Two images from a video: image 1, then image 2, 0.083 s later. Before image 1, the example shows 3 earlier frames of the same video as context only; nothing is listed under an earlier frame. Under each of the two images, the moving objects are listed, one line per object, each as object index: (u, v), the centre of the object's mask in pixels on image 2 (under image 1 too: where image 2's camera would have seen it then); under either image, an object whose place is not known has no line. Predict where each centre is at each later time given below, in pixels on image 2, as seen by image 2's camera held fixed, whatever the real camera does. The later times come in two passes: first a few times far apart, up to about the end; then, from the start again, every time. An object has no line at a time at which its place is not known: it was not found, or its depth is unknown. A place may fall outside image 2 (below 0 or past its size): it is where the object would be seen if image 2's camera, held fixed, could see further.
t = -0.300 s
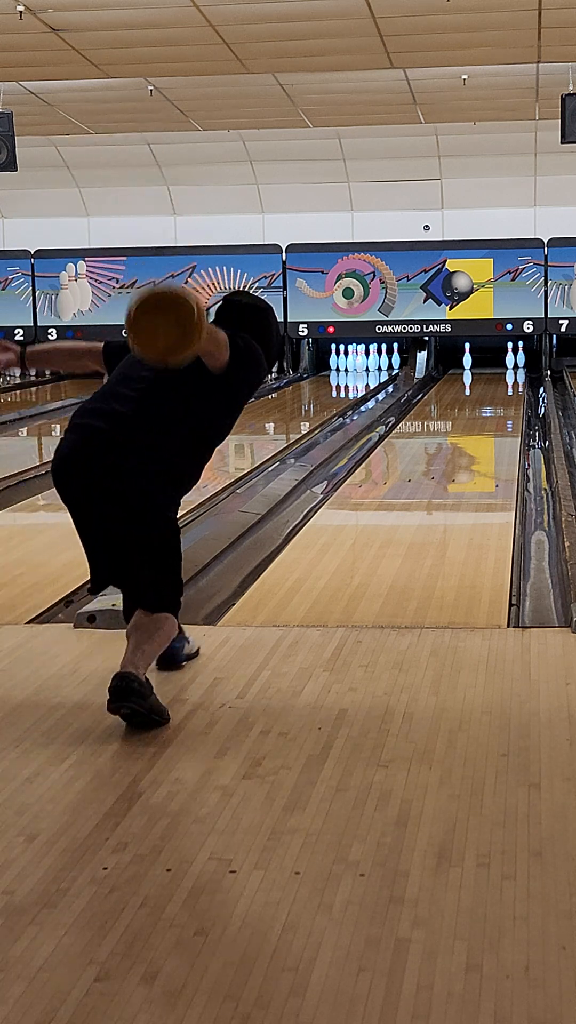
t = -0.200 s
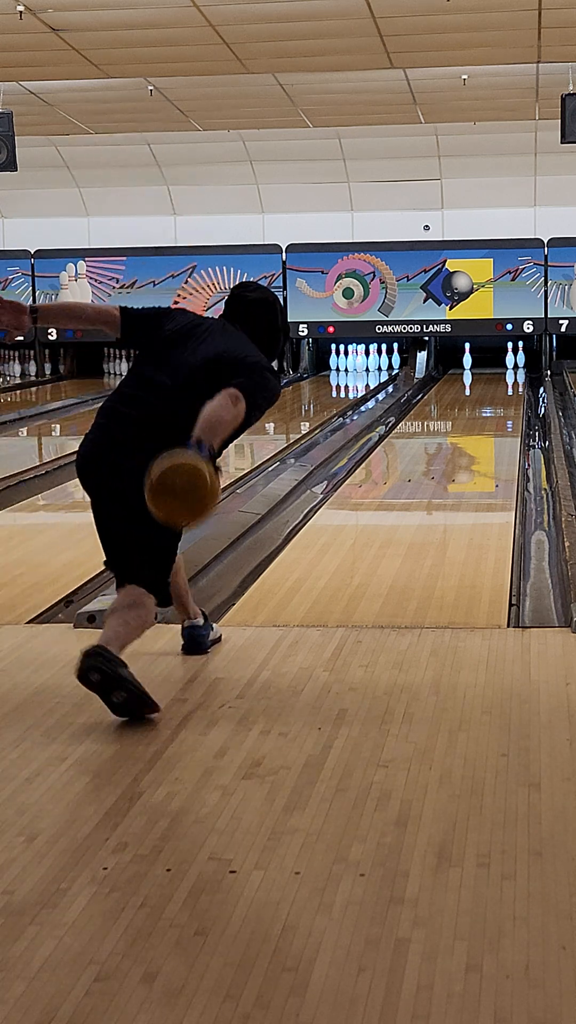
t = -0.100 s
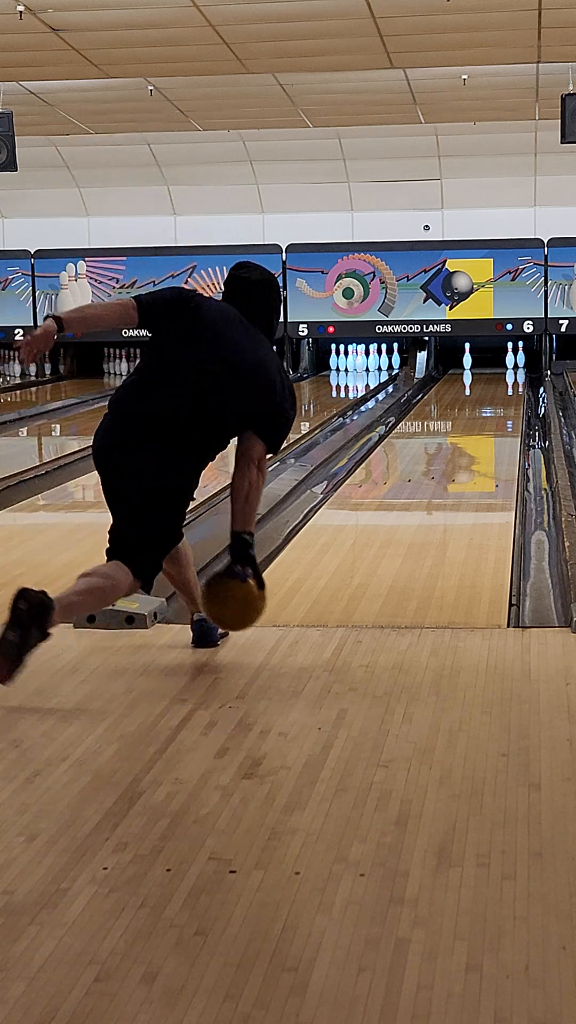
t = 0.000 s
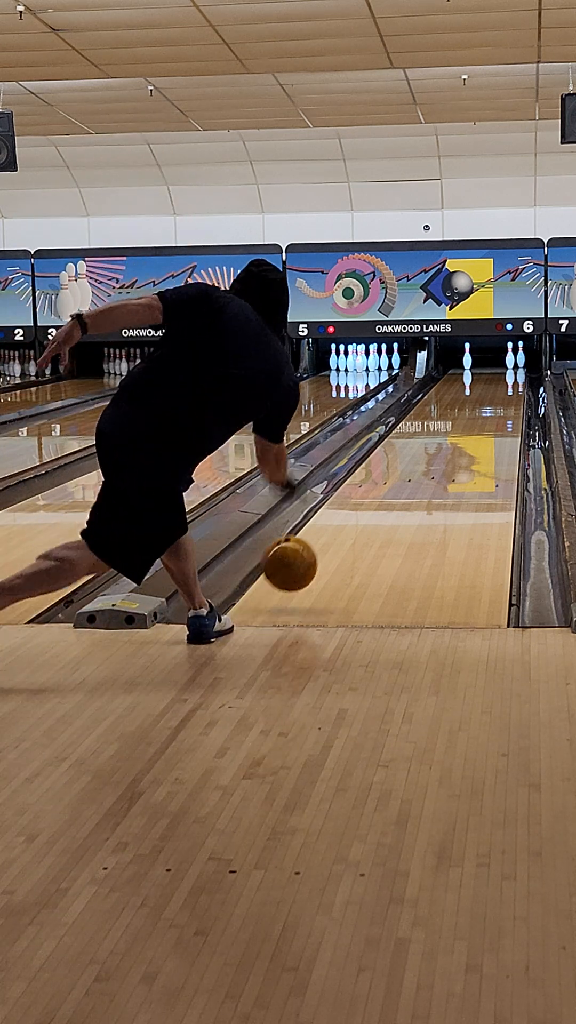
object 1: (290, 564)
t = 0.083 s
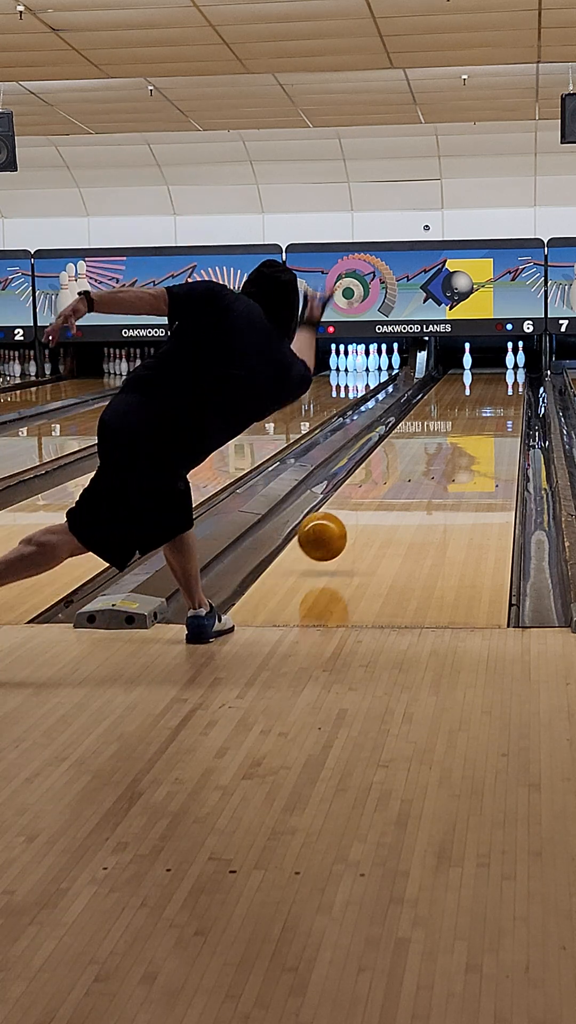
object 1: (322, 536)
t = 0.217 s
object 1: (362, 507)
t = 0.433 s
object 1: (404, 463)
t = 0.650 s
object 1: (433, 434)
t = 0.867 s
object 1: (453, 412)
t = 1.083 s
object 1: (469, 397)
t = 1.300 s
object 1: (481, 384)
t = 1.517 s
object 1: (489, 375)
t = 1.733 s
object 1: (496, 366)
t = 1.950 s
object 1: (496, 360)
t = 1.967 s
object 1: (496, 359)
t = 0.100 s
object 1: (328, 533)
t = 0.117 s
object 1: (333, 531)
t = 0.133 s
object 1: (339, 530)
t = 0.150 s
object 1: (344, 527)
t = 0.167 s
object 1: (348, 521)
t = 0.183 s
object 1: (353, 516)
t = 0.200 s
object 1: (357, 512)
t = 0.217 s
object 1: (362, 507)
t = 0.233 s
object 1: (365, 503)
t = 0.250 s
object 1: (370, 499)
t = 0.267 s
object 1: (373, 495)
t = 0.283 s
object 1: (377, 491)
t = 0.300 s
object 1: (380, 488)
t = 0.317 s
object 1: (384, 484)
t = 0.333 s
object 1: (387, 481)
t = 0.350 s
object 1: (390, 478)
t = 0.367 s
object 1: (393, 475)
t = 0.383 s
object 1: (396, 471)
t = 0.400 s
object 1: (399, 469)
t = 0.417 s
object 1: (402, 466)
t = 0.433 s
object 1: (404, 463)
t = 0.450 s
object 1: (407, 461)
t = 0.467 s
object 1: (409, 458)
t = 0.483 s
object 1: (412, 455)
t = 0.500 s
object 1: (414, 453)
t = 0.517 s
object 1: (417, 451)
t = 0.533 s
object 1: (419, 449)
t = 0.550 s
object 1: (421, 447)
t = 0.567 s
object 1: (423, 445)
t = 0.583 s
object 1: (425, 443)
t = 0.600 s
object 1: (428, 440)
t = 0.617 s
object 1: (429, 438)
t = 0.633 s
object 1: (432, 436)
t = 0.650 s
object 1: (433, 434)
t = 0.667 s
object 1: (435, 432)
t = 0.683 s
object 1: (437, 430)
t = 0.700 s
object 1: (439, 428)
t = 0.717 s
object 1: (440, 426)
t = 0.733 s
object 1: (442, 425)
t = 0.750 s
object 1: (444, 423)
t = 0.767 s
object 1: (445, 421)
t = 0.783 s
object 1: (446, 420)
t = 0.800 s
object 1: (448, 418)
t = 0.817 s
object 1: (450, 417)
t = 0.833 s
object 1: (451, 415)
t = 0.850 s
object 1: (452, 414)
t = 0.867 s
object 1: (453, 412)
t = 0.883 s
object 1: (455, 411)
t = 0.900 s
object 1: (457, 410)
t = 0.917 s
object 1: (457, 408)
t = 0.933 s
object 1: (459, 407)
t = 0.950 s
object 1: (460, 406)
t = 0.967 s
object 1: (461, 404)
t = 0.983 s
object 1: (462, 403)
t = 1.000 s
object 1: (464, 402)
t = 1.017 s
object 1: (465, 401)
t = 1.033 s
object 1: (466, 400)
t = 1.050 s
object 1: (467, 399)
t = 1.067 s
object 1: (468, 398)
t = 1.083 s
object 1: (469, 397)
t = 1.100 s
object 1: (470, 396)
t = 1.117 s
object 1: (471, 394)
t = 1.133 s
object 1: (472, 394)
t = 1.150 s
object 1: (473, 393)
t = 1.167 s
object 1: (474, 392)
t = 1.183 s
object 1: (475, 391)
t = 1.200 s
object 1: (476, 390)
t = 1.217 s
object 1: (476, 389)
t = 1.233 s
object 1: (477, 388)
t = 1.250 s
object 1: (478, 387)
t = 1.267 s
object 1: (479, 386)
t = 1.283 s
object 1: (480, 385)
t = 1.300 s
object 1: (481, 384)
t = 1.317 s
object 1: (481, 383)
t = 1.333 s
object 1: (482, 383)
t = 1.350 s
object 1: (482, 382)
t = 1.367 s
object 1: (483, 381)
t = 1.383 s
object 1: (484, 380)
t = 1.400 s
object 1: (485, 380)
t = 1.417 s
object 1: (485, 378)
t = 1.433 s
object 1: (486, 378)
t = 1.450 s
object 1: (487, 377)
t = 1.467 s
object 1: (487, 377)
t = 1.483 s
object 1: (488, 376)
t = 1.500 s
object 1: (488, 375)
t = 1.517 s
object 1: (489, 375)
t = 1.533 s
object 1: (489, 374)
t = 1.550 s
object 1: (490, 373)
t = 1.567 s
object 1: (491, 373)
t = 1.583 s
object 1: (491, 372)
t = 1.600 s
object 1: (492, 371)
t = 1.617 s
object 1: (492, 371)
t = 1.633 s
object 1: (493, 370)
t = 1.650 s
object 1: (494, 370)
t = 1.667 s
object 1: (494, 369)
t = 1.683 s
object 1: (494, 368)
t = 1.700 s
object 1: (495, 368)
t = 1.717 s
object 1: (496, 367)
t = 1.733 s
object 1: (496, 366)
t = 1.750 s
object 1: (497, 366)
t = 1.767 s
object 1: (497, 365)
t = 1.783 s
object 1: (497, 365)
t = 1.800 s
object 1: (498, 364)
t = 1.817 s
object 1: (498, 364)
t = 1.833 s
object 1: (499, 363)
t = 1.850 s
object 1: (499, 363)
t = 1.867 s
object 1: (499, 362)
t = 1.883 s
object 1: (500, 362)
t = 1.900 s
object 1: (500, 362)
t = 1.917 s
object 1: (499, 361)
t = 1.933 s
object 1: (498, 361)
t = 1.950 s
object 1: (496, 360)
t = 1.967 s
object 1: (496, 359)
